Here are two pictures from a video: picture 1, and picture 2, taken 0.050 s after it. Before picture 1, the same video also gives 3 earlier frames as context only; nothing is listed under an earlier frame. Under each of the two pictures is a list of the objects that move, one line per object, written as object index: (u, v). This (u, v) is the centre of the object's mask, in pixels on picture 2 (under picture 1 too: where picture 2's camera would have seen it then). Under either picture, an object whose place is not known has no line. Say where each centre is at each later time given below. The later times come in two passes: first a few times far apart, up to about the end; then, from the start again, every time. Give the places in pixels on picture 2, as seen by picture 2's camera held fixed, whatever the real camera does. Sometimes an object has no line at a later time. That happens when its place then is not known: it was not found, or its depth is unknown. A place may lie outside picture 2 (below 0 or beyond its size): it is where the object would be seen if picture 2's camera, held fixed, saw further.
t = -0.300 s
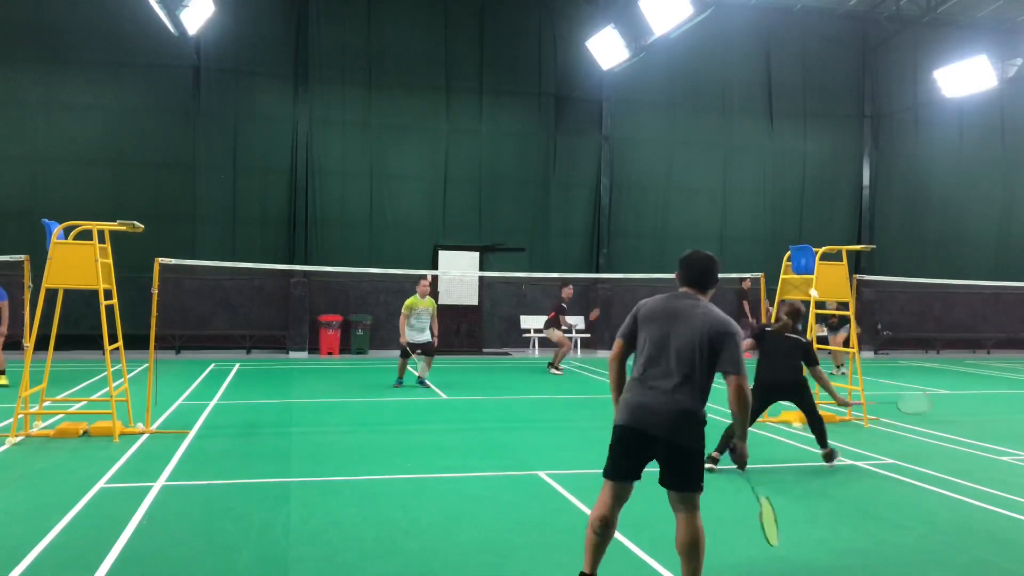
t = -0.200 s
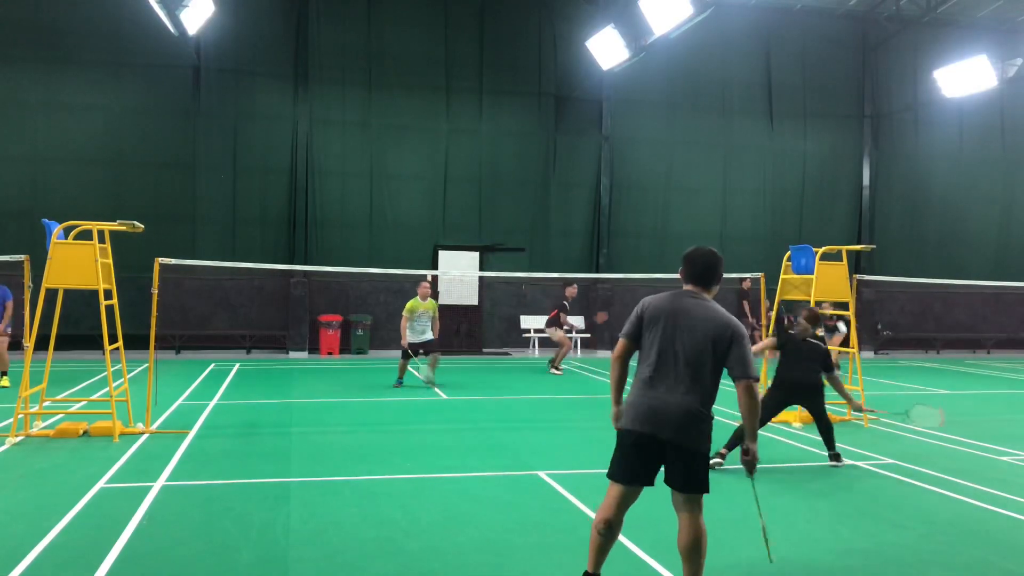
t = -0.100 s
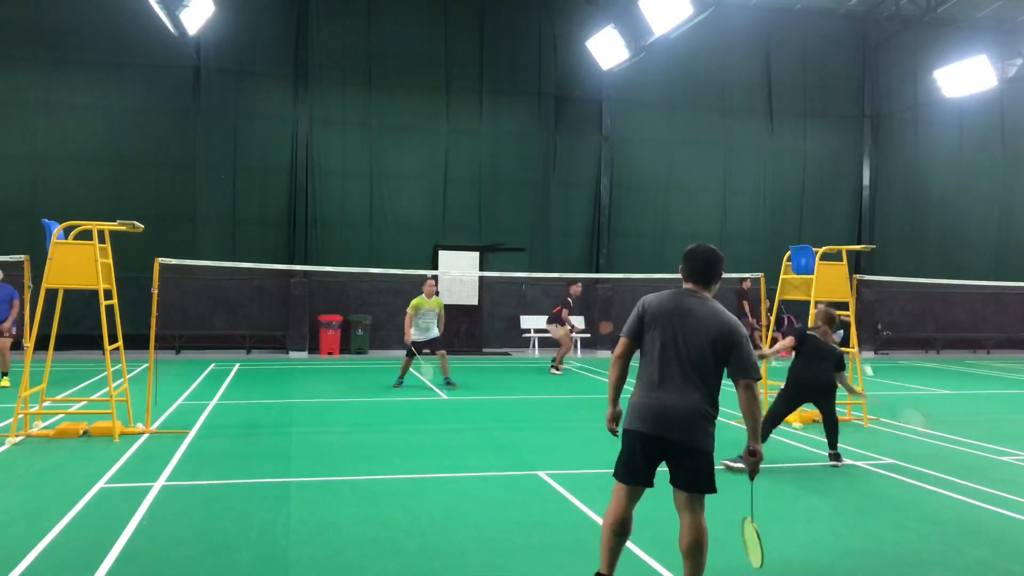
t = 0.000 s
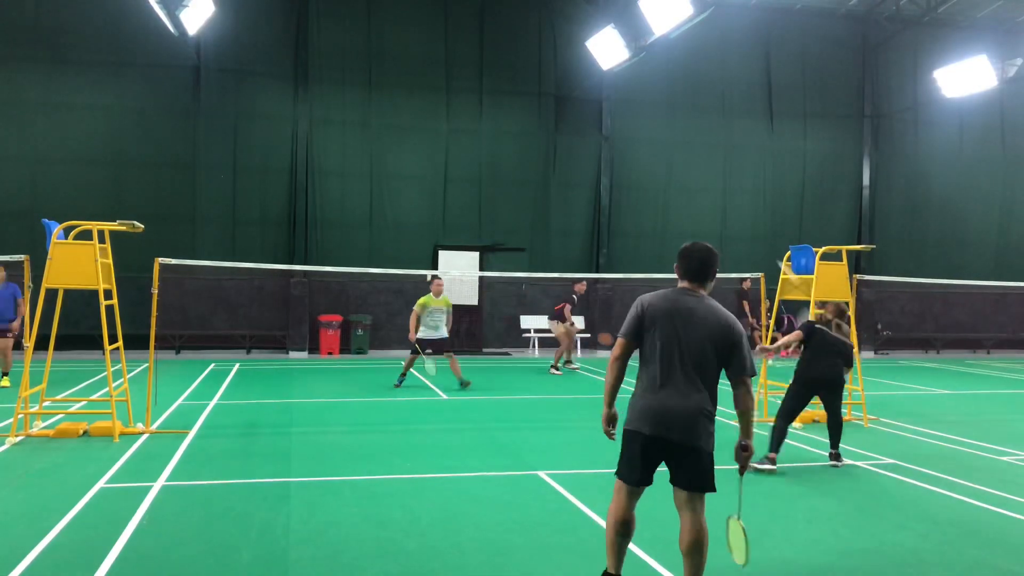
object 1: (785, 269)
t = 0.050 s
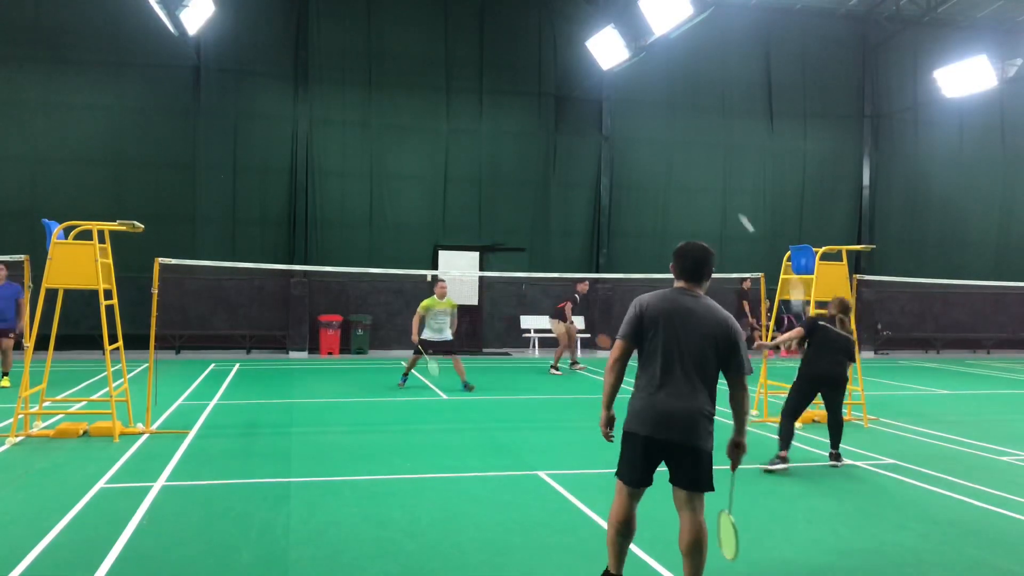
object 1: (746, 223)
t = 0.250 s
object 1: (658, 131)
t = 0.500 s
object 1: (606, 104)
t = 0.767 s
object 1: (574, 123)
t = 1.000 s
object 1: (556, 166)
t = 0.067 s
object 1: (735, 210)
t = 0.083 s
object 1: (725, 199)
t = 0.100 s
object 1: (716, 189)
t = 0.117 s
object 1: (708, 179)
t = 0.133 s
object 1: (700, 171)
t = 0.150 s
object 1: (693, 163)
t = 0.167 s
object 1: (685, 156)
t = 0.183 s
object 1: (679, 150)
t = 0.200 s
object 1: (674, 145)
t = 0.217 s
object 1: (669, 140)
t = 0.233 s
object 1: (663, 135)
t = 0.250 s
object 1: (658, 131)
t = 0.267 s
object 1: (653, 126)
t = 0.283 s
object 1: (649, 123)
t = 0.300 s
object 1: (644, 120)
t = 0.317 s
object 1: (641, 117)
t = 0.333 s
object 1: (637, 115)
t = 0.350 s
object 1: (633, 112)
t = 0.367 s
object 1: (630, 110)
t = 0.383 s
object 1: (626, 109)
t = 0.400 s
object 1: (623, 108)
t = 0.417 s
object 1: (620, 106)
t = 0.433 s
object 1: (617, 105)
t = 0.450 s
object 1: (614, 105)
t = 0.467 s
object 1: (611, 104)
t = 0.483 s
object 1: (609, 104)
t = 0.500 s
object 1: (606, 104)
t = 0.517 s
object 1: (603, 104)
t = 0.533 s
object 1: (601, 104)
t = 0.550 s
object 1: (599, 105)
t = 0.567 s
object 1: (597, 105)
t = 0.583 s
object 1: (594, 106)
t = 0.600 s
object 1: (592, 106)
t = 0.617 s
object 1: (590, 108)
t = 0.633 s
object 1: (588, 109)
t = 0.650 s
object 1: (586, 110)
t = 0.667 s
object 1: (584, 112)
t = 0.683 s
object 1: (582, 114)
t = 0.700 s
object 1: (580, 115)
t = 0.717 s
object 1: (579, 117)
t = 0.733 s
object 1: (577, 119)
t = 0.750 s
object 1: (575, 121)
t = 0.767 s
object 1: (574, 123)
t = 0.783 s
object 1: (572, 126)
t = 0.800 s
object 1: (571, 129)
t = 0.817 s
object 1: (569, 131)
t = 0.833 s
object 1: (568, 134)
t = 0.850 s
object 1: (566, 136)
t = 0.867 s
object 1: (565, 139)
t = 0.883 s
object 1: (564, 142)
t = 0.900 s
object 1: (563, 145)
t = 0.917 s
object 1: (561, 149)
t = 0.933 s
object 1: (560, 152)
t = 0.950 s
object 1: (559, 156)
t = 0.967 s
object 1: (558, 159)
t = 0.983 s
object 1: (557, 163)
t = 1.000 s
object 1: (556, 166)
